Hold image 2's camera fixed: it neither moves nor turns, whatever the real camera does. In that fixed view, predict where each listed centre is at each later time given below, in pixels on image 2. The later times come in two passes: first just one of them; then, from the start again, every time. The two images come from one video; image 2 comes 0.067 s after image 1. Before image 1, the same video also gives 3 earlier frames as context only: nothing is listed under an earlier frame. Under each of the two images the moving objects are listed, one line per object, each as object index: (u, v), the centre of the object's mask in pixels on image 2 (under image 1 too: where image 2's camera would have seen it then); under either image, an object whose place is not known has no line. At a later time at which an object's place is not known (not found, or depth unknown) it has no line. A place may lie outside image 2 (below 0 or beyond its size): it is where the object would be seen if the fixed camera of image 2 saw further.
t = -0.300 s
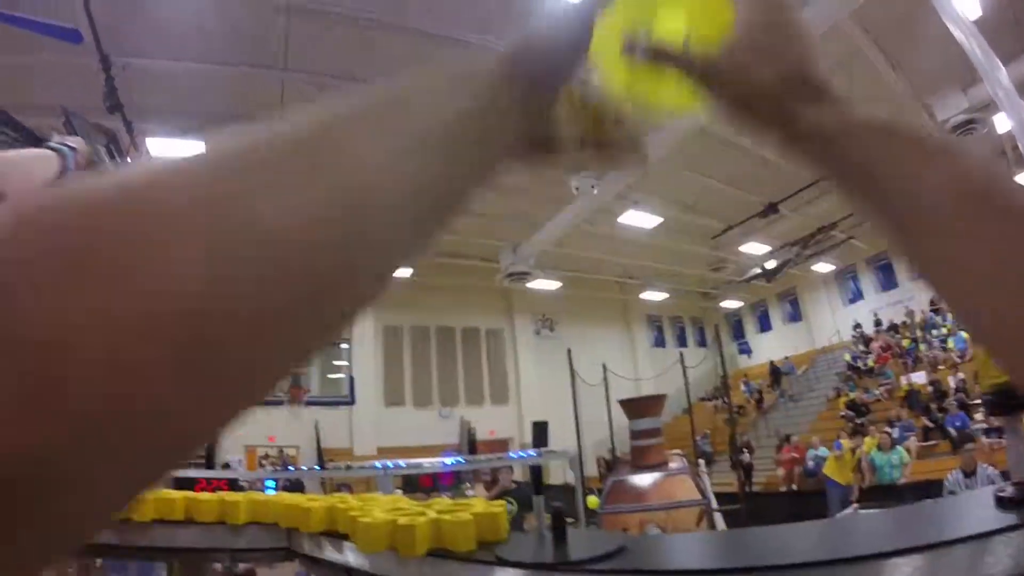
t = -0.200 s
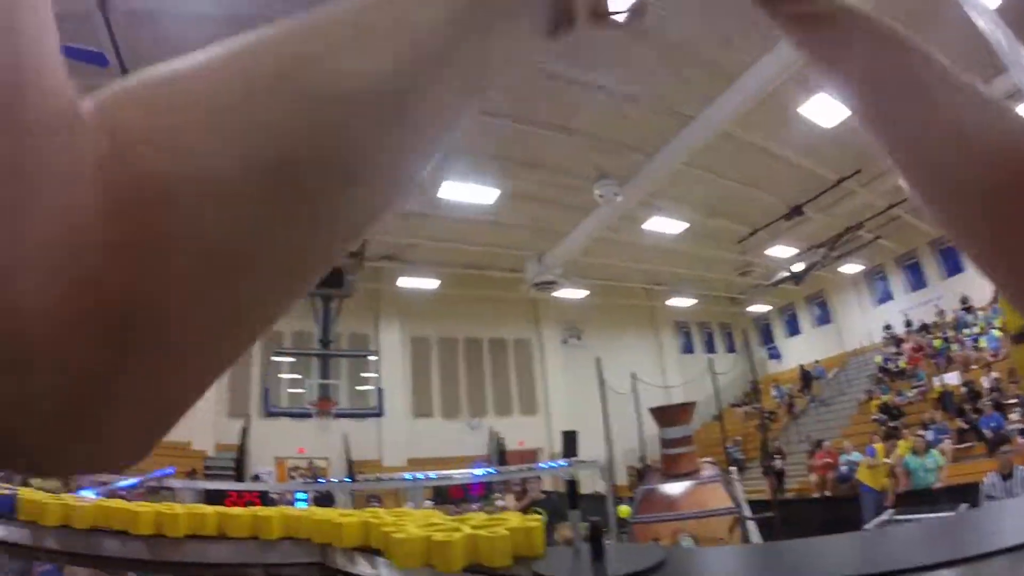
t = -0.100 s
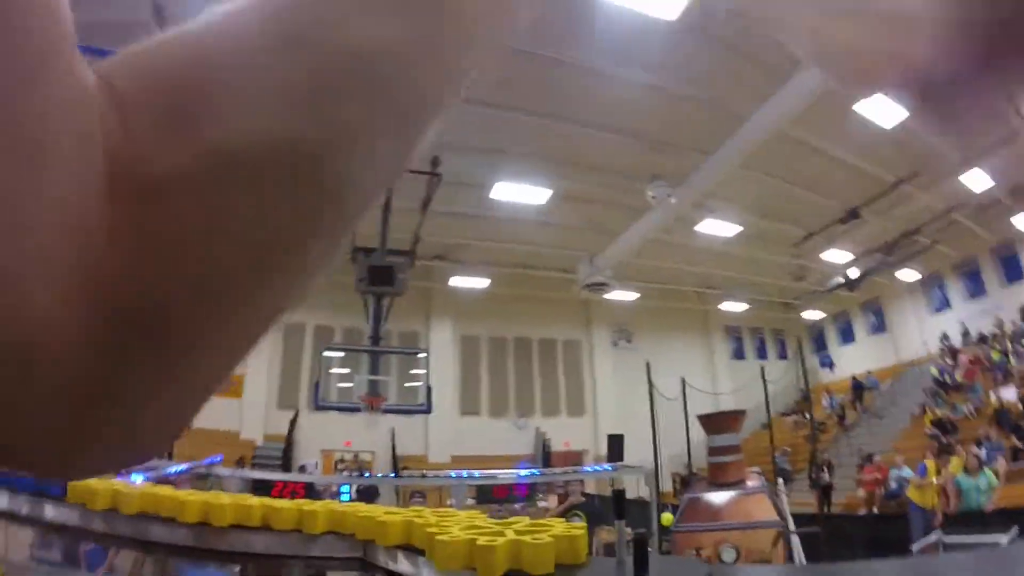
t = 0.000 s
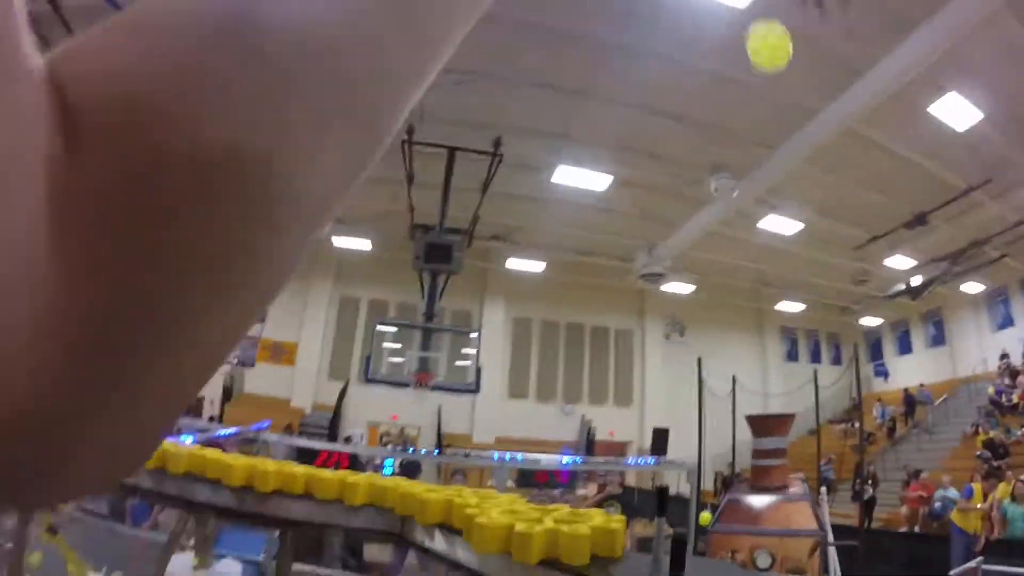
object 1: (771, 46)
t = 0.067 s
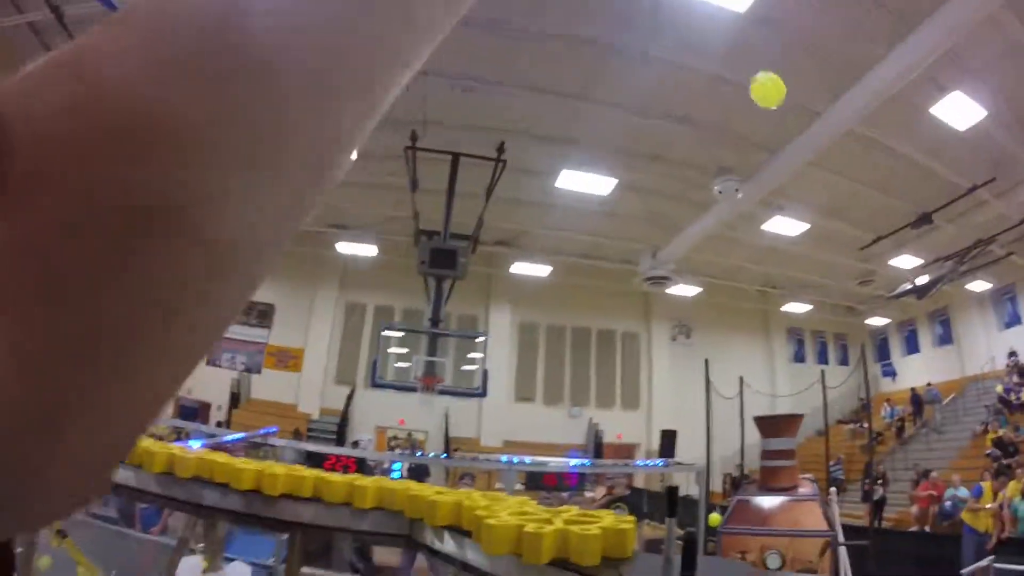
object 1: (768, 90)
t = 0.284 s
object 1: (769, 188)
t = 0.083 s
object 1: (768, 97)
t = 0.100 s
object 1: (770, 105)
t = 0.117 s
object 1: (771, 113)
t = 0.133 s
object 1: (770, 123)
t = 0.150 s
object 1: (770, 132)
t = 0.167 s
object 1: (770, 139)
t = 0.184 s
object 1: (770, 146)
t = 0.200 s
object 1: (770, 153)
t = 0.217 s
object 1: (770, 160)
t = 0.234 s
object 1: (770, 168)
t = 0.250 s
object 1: (769, 175)
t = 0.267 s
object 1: (769, 181)
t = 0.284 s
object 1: (769, 188)
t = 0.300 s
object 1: (769, 195)
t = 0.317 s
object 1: (769, 201)
